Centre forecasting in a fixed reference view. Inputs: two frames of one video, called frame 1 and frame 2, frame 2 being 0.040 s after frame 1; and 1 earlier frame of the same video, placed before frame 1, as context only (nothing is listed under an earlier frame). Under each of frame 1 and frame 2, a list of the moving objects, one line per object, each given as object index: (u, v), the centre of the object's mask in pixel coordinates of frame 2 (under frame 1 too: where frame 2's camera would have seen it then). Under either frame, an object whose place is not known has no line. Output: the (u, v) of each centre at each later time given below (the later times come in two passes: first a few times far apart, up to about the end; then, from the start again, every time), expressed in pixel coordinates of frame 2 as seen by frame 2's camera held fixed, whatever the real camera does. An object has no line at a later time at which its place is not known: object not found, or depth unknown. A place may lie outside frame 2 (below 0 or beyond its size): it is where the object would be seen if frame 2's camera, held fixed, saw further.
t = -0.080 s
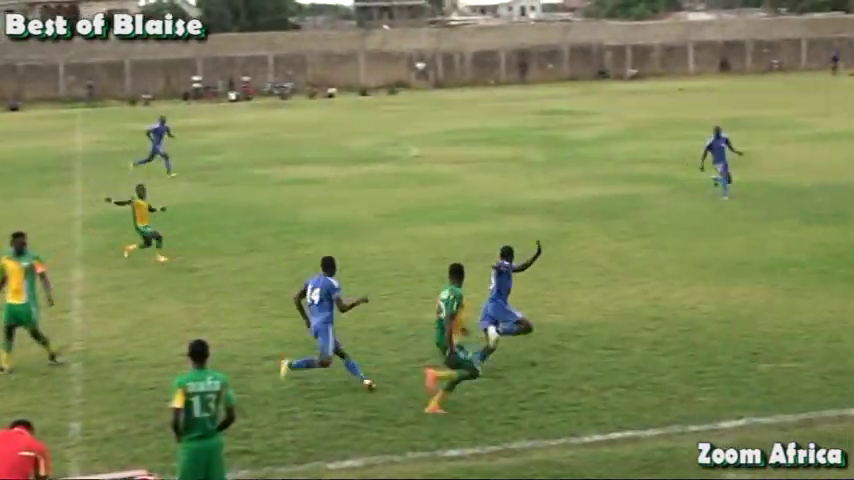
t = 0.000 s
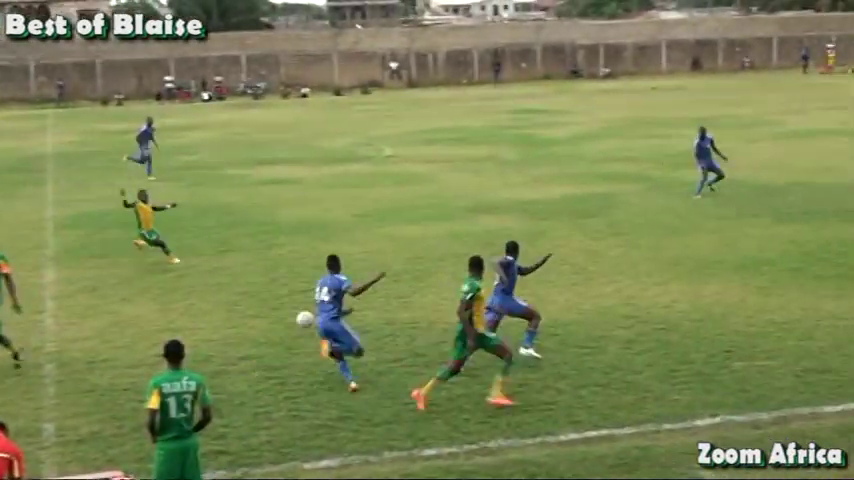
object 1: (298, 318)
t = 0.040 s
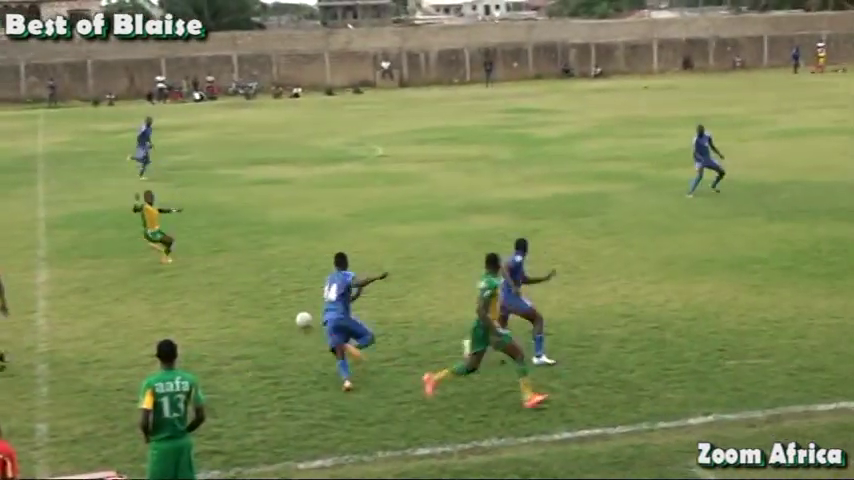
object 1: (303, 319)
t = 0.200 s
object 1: (324, 306)
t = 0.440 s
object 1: (351, 293)
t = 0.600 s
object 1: (369, 285)
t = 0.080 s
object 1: (310, 321)
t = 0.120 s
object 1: (315, 316)
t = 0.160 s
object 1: (319, 310)
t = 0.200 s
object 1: (324, 306)
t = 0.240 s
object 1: (329, 303)
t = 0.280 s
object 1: (333, 302)
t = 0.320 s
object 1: (338, 301)
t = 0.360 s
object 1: (342, 300)
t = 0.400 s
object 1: (347, 296)
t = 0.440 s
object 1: (351, 293)
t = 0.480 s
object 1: (356, 291)
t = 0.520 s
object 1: (360, 289)
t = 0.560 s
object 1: (365, 287)
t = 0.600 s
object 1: (369, 285)
